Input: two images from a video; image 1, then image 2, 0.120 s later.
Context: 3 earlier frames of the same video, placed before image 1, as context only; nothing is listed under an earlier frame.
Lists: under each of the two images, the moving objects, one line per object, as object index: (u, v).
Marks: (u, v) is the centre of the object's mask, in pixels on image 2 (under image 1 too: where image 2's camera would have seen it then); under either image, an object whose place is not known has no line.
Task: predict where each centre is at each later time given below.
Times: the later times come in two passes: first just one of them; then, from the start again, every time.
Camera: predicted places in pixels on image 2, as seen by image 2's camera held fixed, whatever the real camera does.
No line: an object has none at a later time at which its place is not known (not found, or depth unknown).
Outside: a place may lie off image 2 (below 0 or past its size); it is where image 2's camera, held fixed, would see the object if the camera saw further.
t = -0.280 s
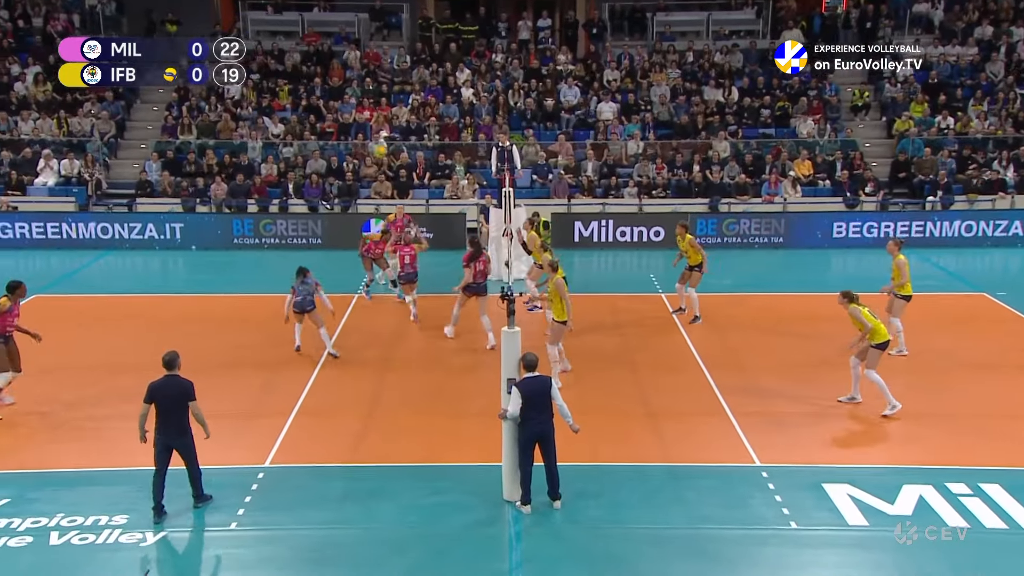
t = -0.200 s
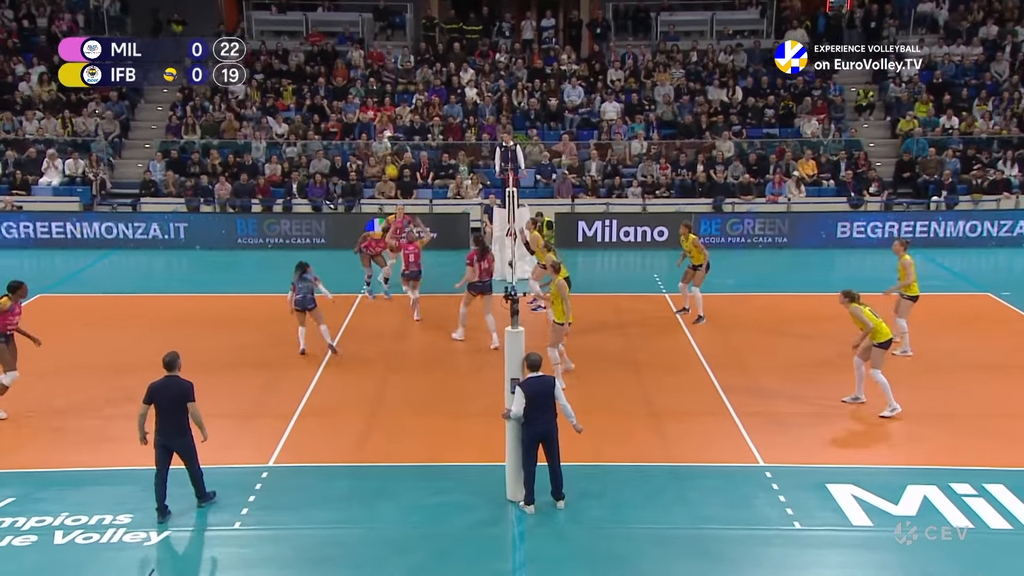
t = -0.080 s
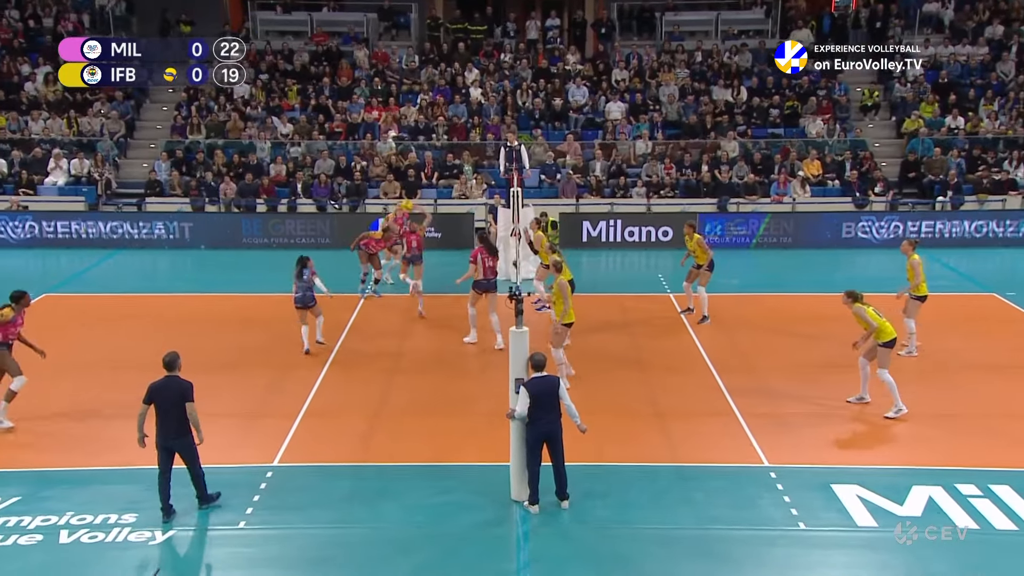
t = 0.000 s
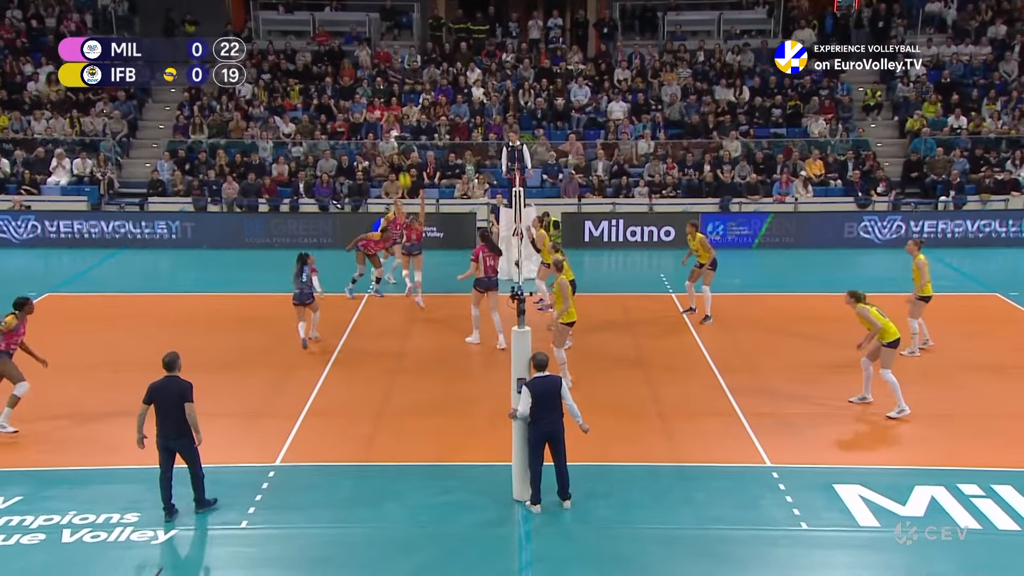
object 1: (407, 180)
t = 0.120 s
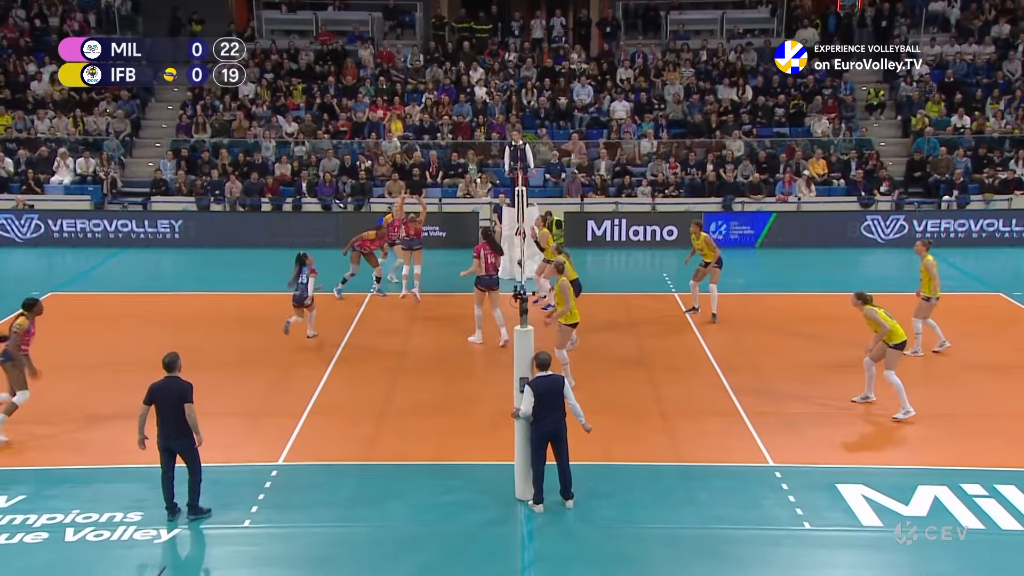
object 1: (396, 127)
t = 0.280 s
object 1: (383, 68)
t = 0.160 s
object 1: (393, 111)
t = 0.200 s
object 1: (390, 96)
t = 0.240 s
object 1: (387, 82)
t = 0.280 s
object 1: (383, 68)
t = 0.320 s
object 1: (380, 54)
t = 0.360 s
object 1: (376, 42)
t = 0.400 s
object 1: (372, 30)
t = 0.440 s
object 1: (369, 19)
